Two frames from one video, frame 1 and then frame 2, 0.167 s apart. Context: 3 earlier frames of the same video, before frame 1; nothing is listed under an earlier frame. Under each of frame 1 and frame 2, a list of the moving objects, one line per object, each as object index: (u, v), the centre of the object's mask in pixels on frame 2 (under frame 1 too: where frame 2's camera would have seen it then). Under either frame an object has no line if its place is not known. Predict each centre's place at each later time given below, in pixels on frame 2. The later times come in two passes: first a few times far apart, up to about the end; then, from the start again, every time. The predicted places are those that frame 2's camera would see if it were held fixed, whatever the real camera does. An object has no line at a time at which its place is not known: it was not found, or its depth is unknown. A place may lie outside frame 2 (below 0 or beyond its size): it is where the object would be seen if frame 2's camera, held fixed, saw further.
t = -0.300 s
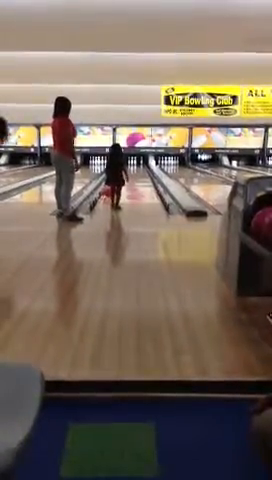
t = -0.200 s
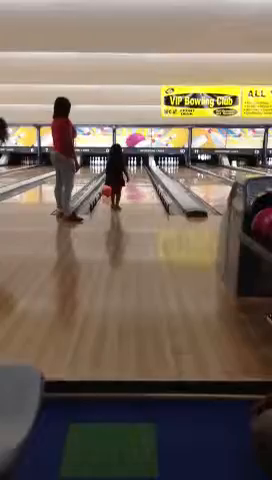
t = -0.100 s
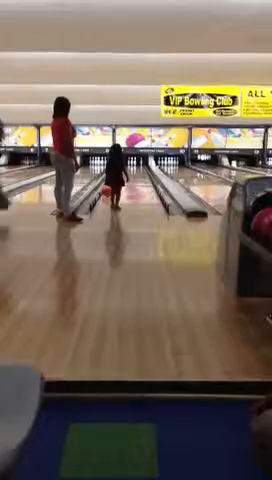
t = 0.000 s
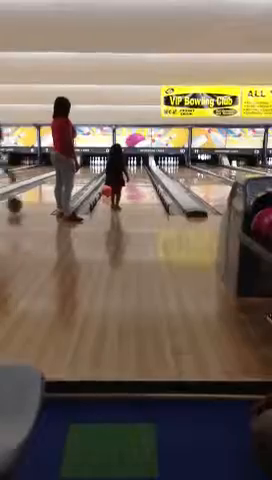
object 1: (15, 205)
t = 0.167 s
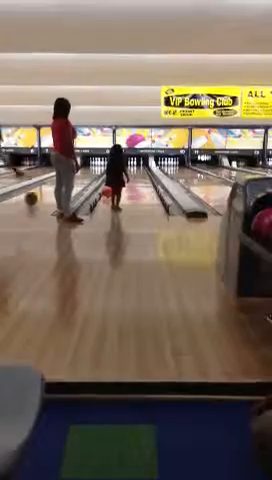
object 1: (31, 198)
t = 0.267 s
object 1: (39, 194)
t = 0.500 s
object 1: (51, 187)
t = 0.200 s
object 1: (34, 197)
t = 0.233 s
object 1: (37, 196)
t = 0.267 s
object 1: (39, 194)
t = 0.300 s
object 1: (41, 194)
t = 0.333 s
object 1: (43, 193)
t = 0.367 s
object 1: (45, 192)
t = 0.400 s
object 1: (47, 191)
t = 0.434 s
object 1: (49, 191)
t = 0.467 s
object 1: (50, 191)
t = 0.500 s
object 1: (51, 187)
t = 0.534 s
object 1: (53, 187)
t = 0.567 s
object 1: (53, 186)
